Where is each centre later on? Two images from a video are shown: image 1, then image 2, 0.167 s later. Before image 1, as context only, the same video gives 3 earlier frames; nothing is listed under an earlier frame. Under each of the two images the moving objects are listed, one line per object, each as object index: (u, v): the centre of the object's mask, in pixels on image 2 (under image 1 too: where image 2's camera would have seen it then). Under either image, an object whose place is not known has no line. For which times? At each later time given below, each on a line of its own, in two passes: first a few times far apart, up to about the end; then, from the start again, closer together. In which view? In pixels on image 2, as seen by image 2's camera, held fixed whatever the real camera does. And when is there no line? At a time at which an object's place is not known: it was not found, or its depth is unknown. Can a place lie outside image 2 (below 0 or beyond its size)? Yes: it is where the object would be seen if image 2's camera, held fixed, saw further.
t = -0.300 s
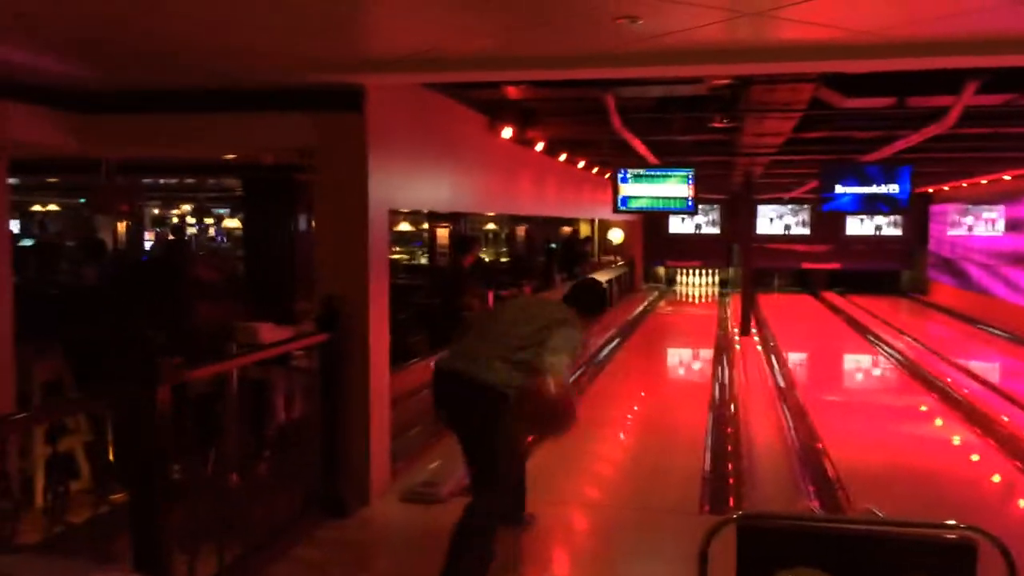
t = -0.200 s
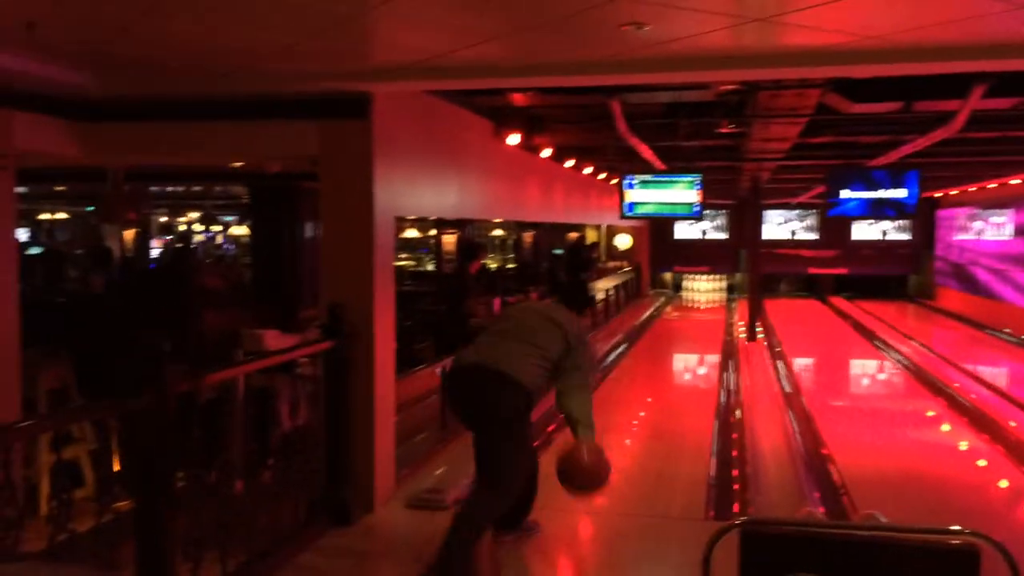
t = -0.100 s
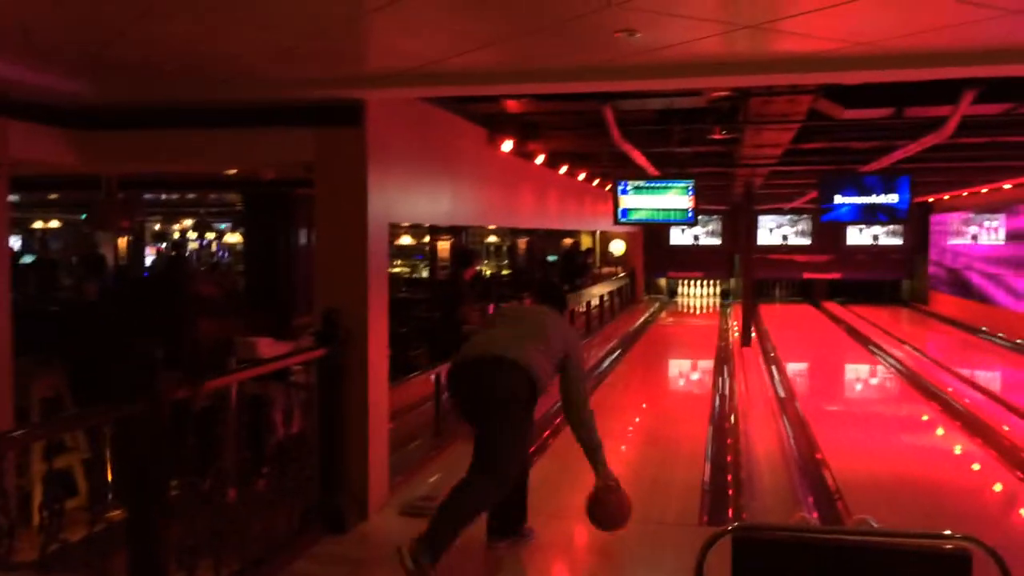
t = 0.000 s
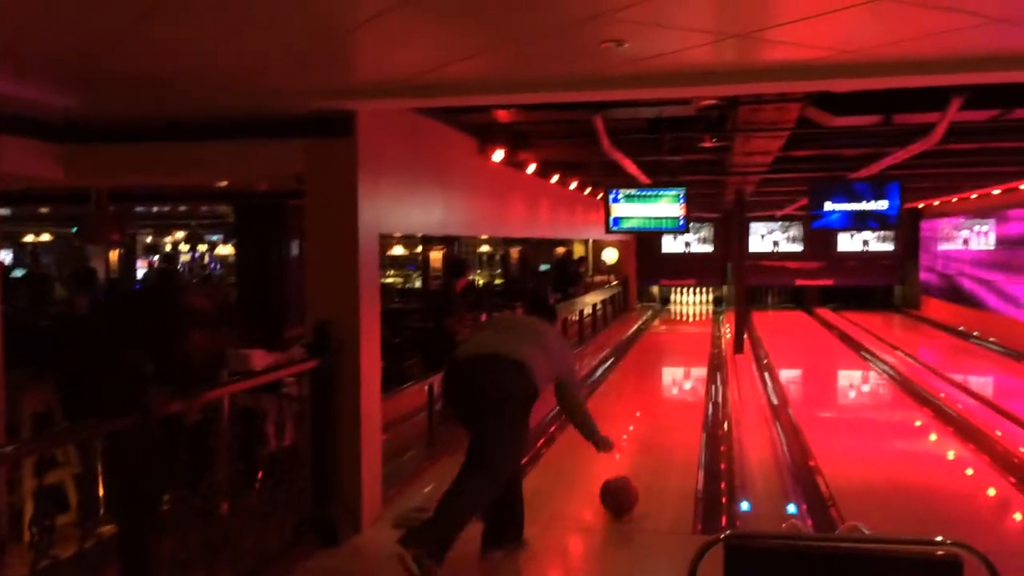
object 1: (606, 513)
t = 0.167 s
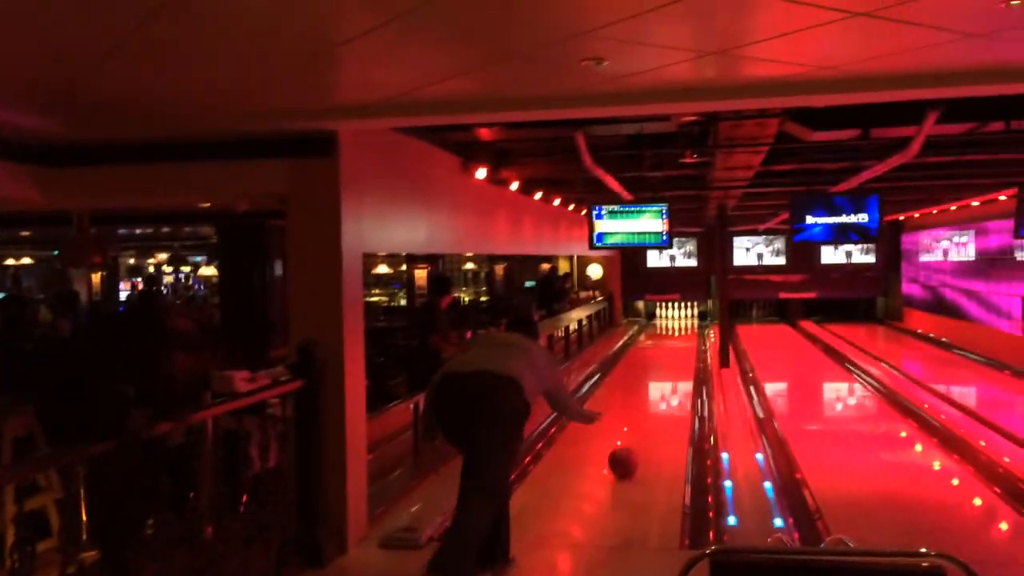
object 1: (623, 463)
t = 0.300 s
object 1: (631, 436)
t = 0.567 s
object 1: (643, 398)
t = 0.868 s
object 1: (649, 374)
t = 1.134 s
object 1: (652, 360)
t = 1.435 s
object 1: (654, 349)
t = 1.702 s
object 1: (658, 340)
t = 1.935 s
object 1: (657, 337)
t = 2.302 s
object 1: (659, 330)
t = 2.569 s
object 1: (660, 323)
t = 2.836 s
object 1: (661, 318)
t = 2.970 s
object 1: (660, 316)
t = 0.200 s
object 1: (625, 456)
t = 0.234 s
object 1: (628, 448)
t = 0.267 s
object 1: (629, 443)
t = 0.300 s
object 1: (631, 436)
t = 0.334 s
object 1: (633, 431)
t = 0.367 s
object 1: (634, 426)
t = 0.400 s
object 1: (635, 421)
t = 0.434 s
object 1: (637, 417)
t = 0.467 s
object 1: (641, 412)
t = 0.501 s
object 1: (641, 408)
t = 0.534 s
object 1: (642, 403)
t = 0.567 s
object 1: (643, 398)
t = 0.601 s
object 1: (644, 396)
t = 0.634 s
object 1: (646, 392)
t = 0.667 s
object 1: (645, 389)
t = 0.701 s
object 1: (646, 386)
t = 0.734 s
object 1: (647, 384)
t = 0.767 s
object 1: (648, 380)
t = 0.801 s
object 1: (648, 378)
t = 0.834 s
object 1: (649, 376)
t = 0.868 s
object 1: (649, 374)
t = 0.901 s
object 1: (650, 372)
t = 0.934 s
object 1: (650, 370)
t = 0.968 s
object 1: (650, 368)
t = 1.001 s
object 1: (650, 367)
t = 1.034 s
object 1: (651, 365)
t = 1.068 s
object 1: (651, 363)
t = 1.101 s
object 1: (652, 361)
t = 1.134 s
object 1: (652, 360)
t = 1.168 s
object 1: (652, 358)
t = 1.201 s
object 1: (652, 357)
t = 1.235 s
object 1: (653, 356)
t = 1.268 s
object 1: (653, 356)
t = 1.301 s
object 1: (654, 353)
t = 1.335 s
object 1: (654, 352)
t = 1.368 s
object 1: (655, 351)
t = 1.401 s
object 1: (654, 349)
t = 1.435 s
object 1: (654, 349)
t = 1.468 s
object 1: (655, 347)
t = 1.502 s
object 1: (655, 346)
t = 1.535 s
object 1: (656, 346)
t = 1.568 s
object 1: (656, 344)
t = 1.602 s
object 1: (656, 344)
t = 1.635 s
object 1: (657, 344)
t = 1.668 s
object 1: (658, 342)
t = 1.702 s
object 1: (658, 340)
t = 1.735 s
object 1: (658, 341)
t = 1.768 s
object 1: (658, 341)
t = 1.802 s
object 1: (658, 341)
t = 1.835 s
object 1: (658, 340)
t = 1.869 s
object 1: (658, 339)
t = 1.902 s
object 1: (657, 339)
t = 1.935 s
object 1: (657, 337)
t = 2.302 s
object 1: (659, 330)
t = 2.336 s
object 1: (658, 332)
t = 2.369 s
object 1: (659, 330)
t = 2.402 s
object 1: (658, 331)
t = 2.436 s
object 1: (659, 331)
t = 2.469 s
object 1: (661, 323)
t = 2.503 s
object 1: (661, 323)
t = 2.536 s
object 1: (661, 323)
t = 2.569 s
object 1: (660, 323)
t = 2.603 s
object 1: (661, 321)
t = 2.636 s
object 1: (661, 322)
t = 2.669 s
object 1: (661, 321)
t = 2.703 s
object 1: (661, 320)
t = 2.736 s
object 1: (661, 320)
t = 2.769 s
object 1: (661, 319)
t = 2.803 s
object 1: (661, 318)
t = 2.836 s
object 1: (661, 318)
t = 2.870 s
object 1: (660, 318)
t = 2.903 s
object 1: (660, 317)
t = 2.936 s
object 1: (660, 317)
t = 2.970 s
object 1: (660, 316)
